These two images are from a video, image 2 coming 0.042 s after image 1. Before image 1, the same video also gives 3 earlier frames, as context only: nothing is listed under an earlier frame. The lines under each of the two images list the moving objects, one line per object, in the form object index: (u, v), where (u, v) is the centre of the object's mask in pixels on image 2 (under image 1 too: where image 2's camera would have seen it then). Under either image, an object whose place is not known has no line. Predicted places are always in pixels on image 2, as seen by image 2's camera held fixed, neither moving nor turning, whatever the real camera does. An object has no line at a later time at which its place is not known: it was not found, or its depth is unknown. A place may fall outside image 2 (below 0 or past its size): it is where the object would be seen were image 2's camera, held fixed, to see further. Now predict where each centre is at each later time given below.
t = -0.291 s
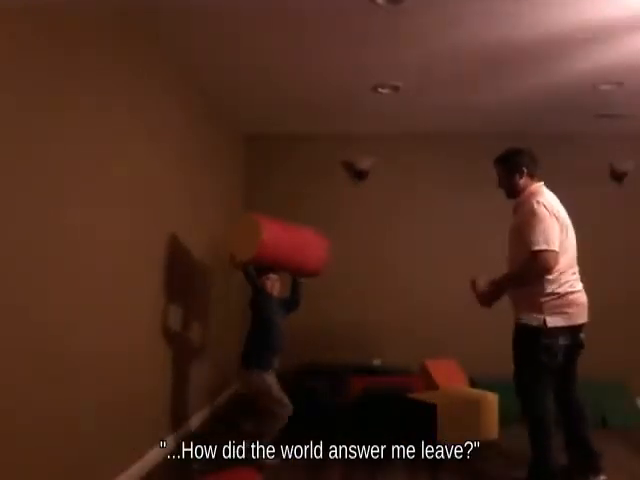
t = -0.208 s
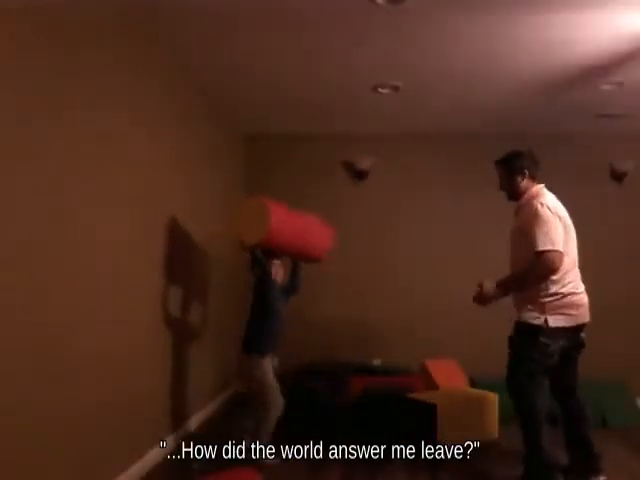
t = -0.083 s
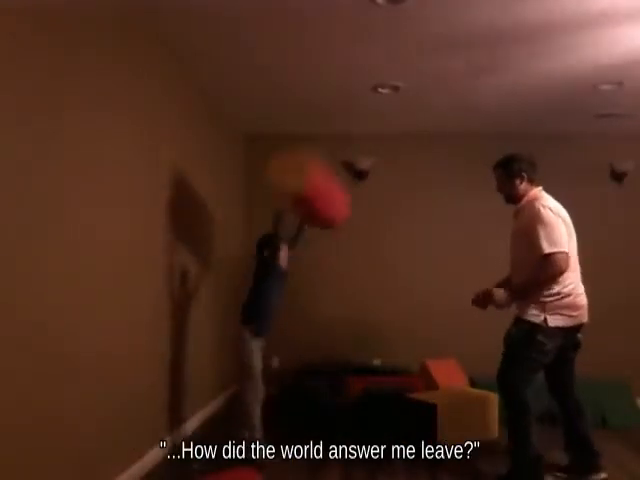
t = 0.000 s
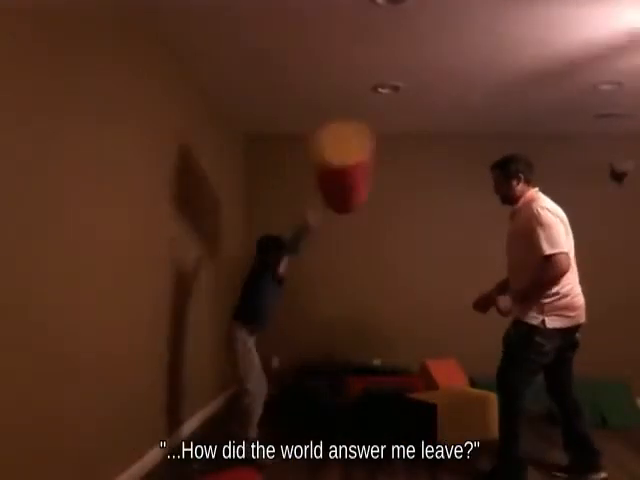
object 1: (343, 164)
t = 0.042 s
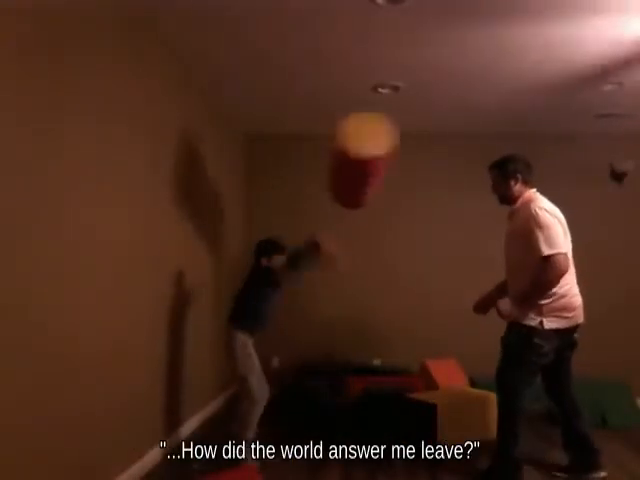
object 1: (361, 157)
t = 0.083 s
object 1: (377, 153)
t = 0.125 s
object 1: (394, 152)
